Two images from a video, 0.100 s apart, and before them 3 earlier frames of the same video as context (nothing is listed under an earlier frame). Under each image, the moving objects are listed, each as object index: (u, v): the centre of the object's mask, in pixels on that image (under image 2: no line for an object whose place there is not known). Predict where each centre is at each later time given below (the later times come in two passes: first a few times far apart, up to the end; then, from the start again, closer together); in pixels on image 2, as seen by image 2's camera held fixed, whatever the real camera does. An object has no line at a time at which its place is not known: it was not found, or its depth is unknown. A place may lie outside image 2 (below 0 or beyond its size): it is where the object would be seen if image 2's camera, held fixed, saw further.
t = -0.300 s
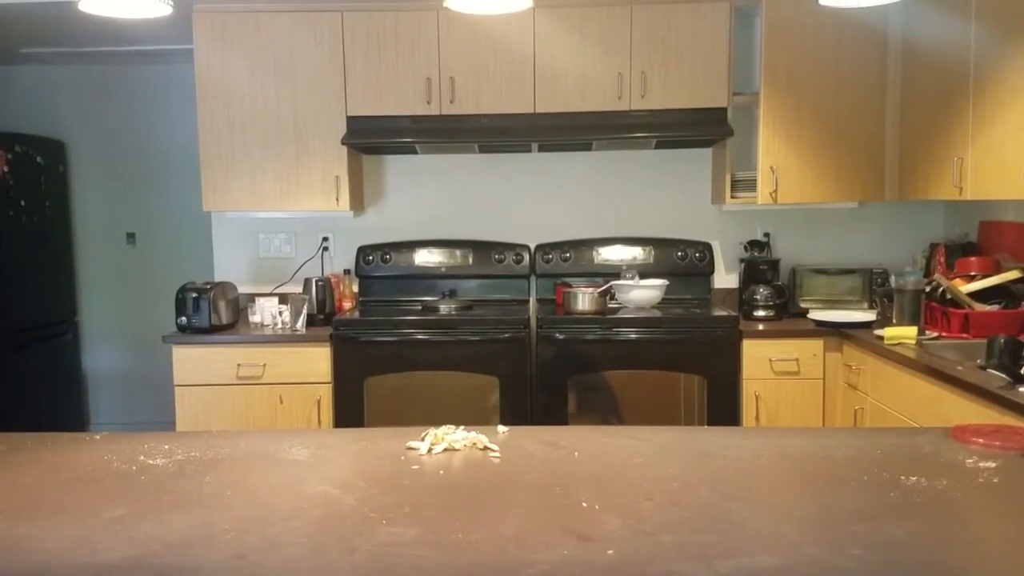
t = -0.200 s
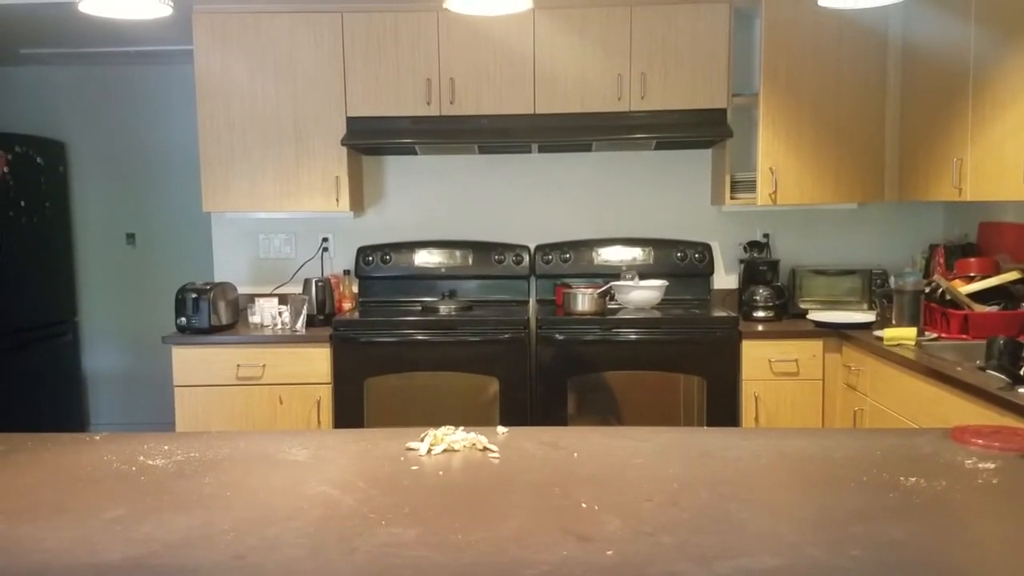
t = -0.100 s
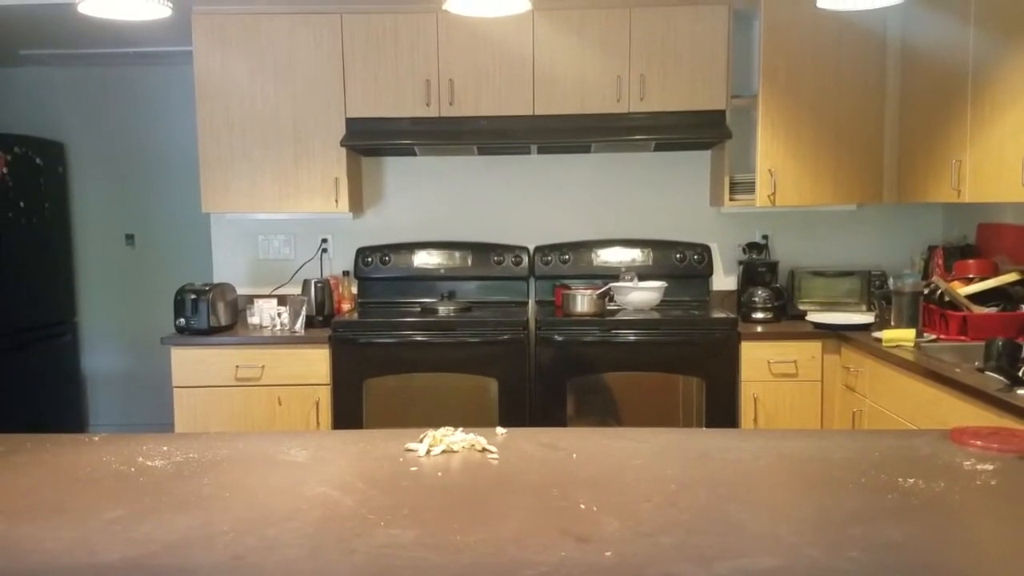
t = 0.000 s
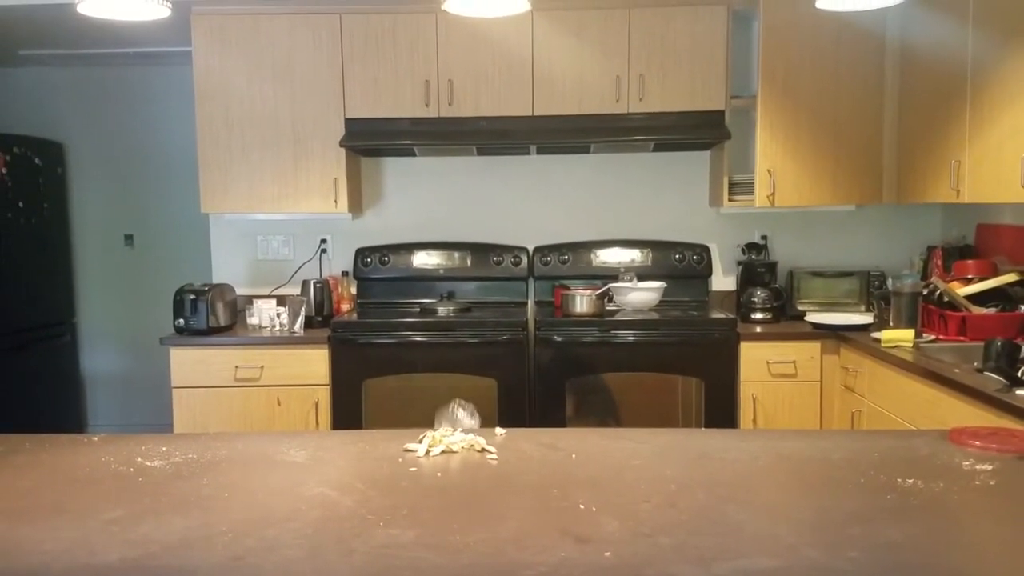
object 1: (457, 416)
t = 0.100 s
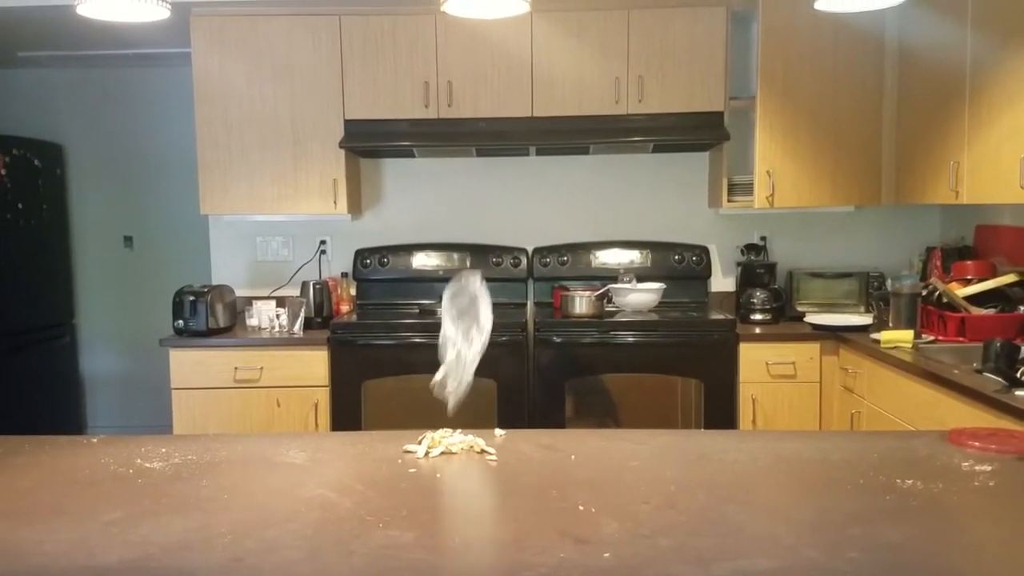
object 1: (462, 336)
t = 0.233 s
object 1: (480, 248)
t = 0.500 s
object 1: (504, 207)
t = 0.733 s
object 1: (526, 322)
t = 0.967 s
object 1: (521, 403)
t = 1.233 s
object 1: (524, 402)
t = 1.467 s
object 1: (525, 404)
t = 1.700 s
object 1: (526, 404)
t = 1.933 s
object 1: (525, 404)
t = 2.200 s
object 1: (523, 404)
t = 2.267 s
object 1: (523, 403)
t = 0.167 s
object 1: (472, 286)
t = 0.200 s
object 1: (476, 265)
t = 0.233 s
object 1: (480, 248)
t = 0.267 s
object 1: (484, 231)
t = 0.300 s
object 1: (487, 218)
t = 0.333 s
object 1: (490, 209)
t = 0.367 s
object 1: (493, 202)
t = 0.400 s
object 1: (496, 198)
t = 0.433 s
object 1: (499, 198)
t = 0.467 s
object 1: (501, 201)
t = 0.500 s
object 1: (504, 207)
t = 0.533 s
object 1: (508, 216)
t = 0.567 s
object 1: (512, 228)
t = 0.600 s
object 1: (515, 243)
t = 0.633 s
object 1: (519, 260)
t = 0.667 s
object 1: (522, 278)
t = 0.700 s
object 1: (525, 300)
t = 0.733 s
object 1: (526, 322)
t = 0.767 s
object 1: (527, 346)
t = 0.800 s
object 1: (526, 369)
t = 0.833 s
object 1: (524, 385)
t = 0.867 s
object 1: (525, 392)
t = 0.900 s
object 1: (526, 397)
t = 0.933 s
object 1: (524, 401)
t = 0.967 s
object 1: (521, 403)
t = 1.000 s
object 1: (520, 402)
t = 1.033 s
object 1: (521, 401)
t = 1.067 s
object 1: (522, 400)
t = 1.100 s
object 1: (521, 399)
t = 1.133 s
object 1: (522, 399)
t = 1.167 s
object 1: (522, 400)
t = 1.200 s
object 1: (523, 400)
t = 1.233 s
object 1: (524, 402)
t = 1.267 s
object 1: (525, 403)
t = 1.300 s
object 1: (526, 404)
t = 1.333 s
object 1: (527, 404)
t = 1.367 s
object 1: (527, 404)
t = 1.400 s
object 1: (527, 404)
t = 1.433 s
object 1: (526, 404)
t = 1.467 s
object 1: (525, 404)
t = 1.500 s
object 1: (525, 404)
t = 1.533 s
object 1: (526, 404)
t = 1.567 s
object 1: (526, 404)
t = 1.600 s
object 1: (526, 404)
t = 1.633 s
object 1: (526, 404)
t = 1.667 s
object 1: (526, 404)
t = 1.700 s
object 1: (526, 404)
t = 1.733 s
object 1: (526, 404)
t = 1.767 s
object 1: (526, 404)
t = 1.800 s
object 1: (526, 404)
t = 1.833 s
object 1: (526, 404)
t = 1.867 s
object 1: (526, 404)
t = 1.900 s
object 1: (525, 404)
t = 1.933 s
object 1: (525, 404)
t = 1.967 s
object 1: (524, 404)
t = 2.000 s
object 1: (524, 404)
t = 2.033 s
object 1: (524, 404)
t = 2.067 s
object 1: (524, 404)
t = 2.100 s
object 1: (524, 404)
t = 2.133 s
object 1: (524, 404)
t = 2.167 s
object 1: (524, 404)
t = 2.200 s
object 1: (523, 404)
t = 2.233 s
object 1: (523, 404)
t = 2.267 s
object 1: (523, 403)
